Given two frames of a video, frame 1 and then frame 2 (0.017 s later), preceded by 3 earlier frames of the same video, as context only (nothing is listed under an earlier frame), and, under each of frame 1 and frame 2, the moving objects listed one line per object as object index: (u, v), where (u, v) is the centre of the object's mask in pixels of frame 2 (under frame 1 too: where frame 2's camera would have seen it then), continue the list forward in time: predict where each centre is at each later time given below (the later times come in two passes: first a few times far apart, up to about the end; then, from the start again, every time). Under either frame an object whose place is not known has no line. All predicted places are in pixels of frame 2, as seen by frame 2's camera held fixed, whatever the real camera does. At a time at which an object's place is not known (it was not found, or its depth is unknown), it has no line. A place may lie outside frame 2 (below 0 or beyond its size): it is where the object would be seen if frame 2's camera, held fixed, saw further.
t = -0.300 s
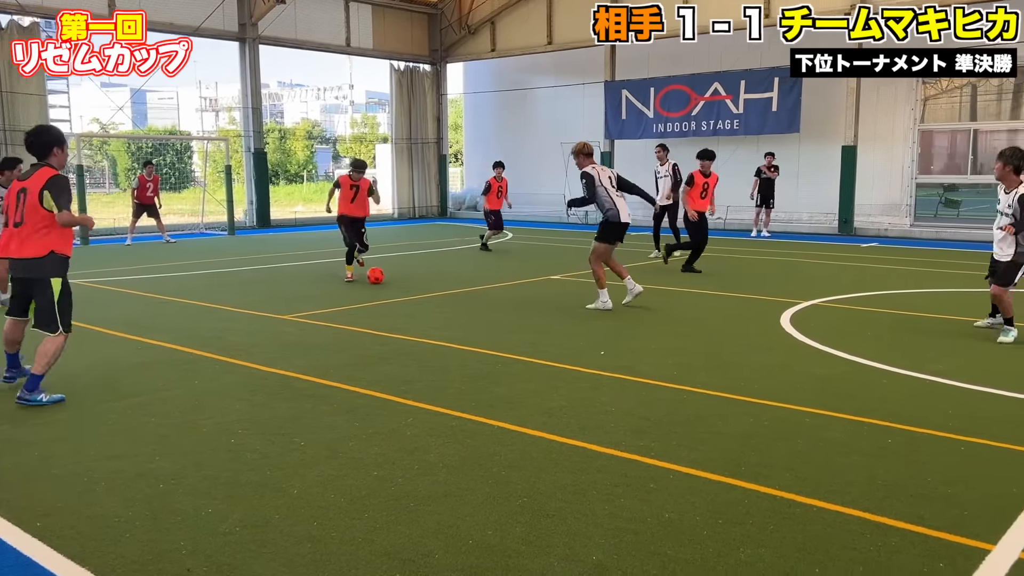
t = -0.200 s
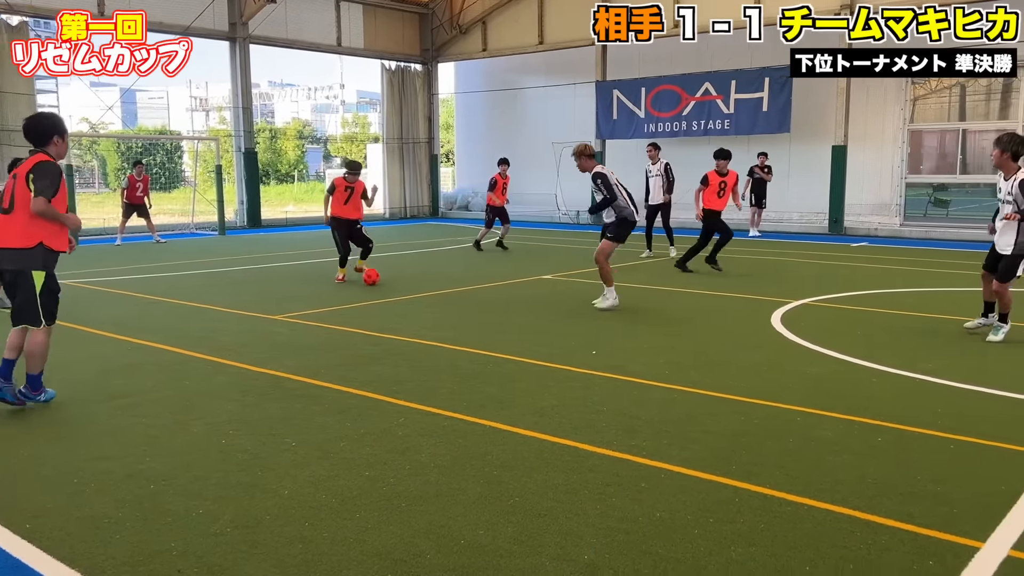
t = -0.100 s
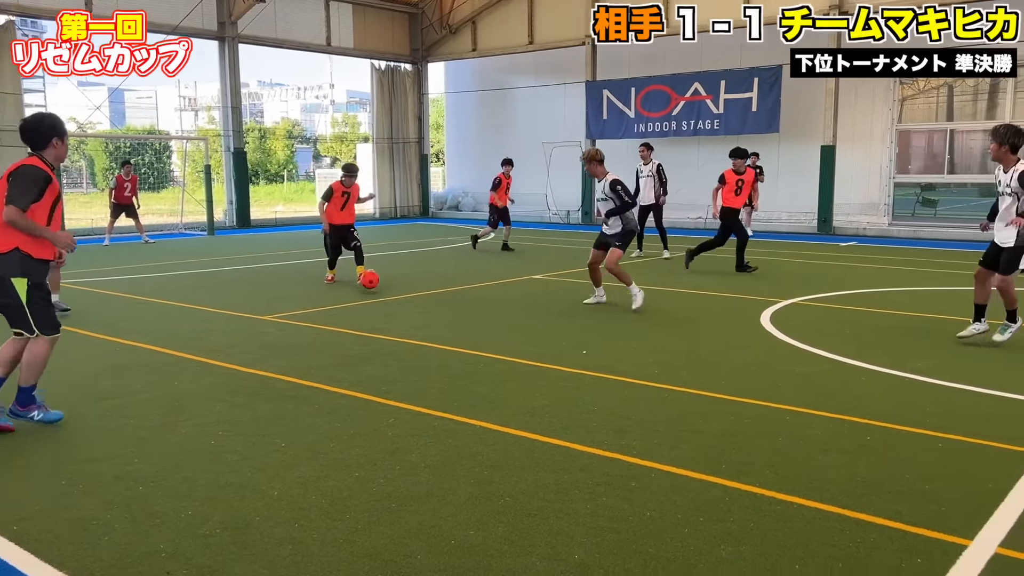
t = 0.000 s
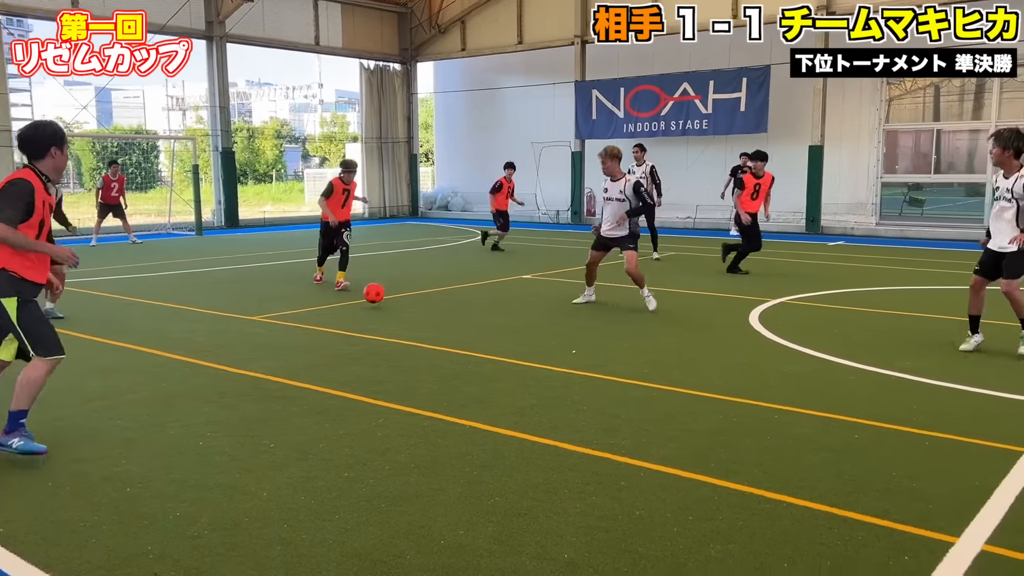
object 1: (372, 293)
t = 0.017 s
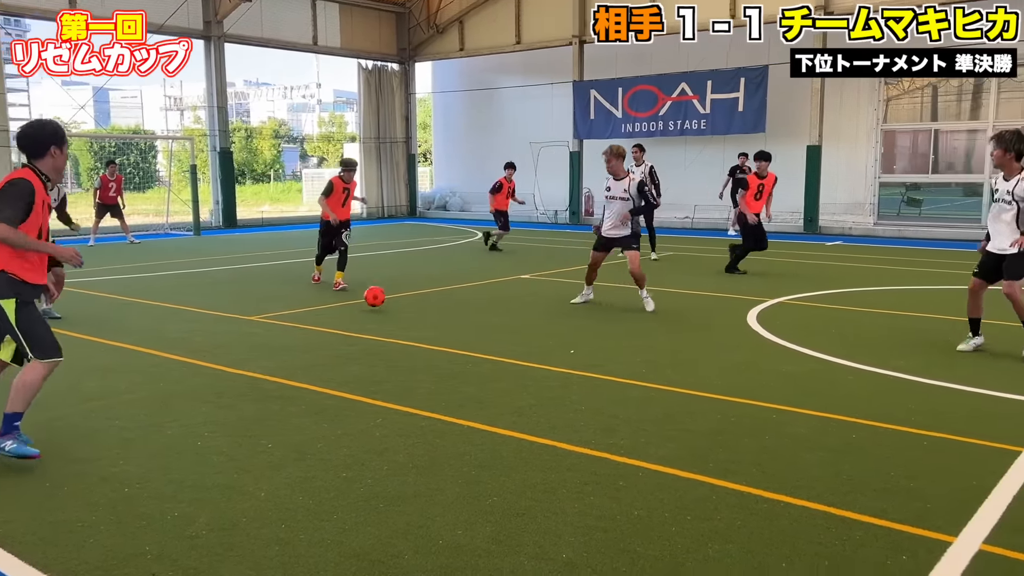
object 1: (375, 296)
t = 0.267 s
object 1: (421, 353)
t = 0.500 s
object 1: (485, 437)
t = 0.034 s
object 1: (378, 301)
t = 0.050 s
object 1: (381, 305)
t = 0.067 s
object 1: (383, 310)
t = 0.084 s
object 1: (386, 312)
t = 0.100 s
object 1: (389, 314)
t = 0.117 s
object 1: (391, 317)
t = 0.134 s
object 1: (394, 320)
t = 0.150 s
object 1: (397, 323)
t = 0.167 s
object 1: (400, 327)
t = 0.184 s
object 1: (403, 331)
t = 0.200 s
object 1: (407, 336)
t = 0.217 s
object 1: (410, 340)
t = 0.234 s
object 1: (414, 344)
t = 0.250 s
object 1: (417, 349)
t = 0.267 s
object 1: (421, 353)
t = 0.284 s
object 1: (425, 358)
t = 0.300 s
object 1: (428, 362)
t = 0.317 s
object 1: (432, 367)
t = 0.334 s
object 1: (437, 373)
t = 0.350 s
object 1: (441, 378)
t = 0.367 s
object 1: (445, 383)
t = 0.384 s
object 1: (450, 389)
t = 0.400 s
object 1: (454, 395)
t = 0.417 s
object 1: (459, 402)
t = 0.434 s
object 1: (464, 408)
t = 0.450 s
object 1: (469, 415)
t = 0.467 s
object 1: (474, 422)
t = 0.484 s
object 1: (480, 430)
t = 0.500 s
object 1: (485, 437)
